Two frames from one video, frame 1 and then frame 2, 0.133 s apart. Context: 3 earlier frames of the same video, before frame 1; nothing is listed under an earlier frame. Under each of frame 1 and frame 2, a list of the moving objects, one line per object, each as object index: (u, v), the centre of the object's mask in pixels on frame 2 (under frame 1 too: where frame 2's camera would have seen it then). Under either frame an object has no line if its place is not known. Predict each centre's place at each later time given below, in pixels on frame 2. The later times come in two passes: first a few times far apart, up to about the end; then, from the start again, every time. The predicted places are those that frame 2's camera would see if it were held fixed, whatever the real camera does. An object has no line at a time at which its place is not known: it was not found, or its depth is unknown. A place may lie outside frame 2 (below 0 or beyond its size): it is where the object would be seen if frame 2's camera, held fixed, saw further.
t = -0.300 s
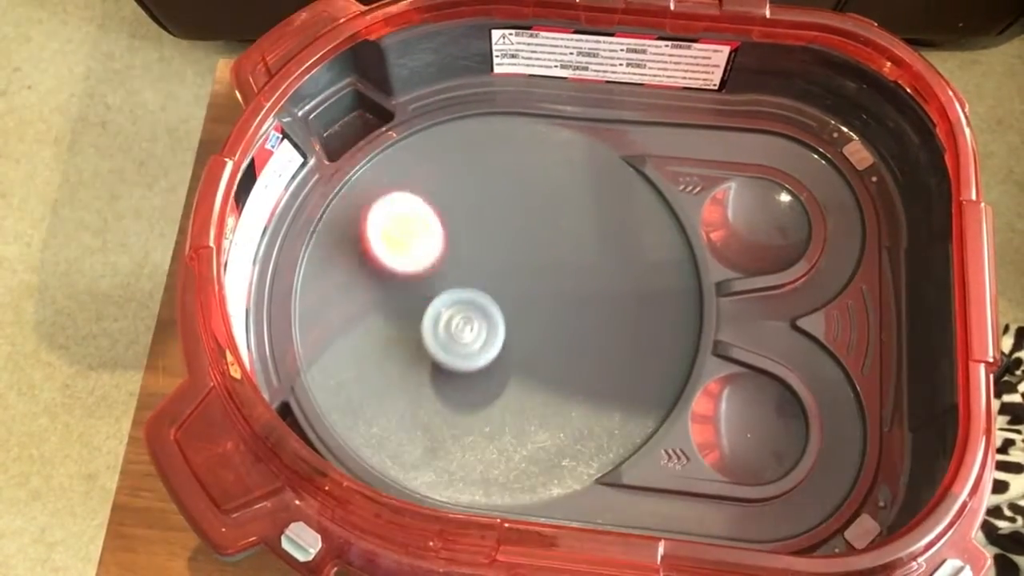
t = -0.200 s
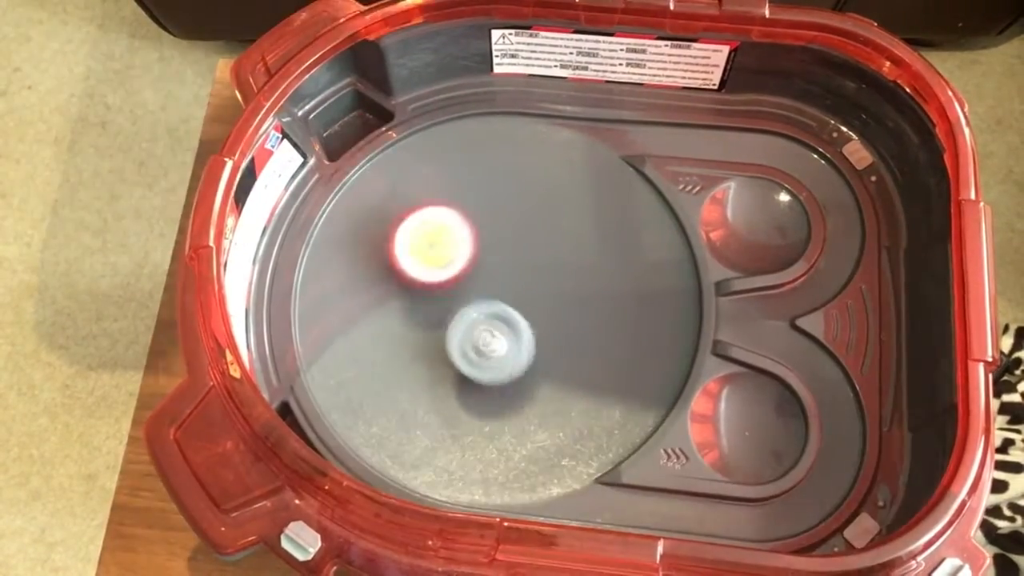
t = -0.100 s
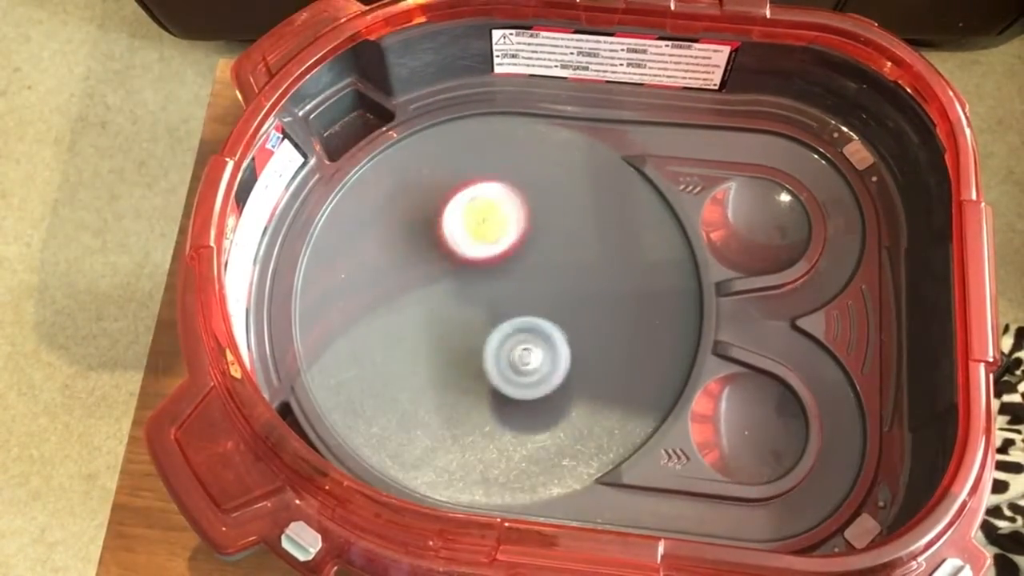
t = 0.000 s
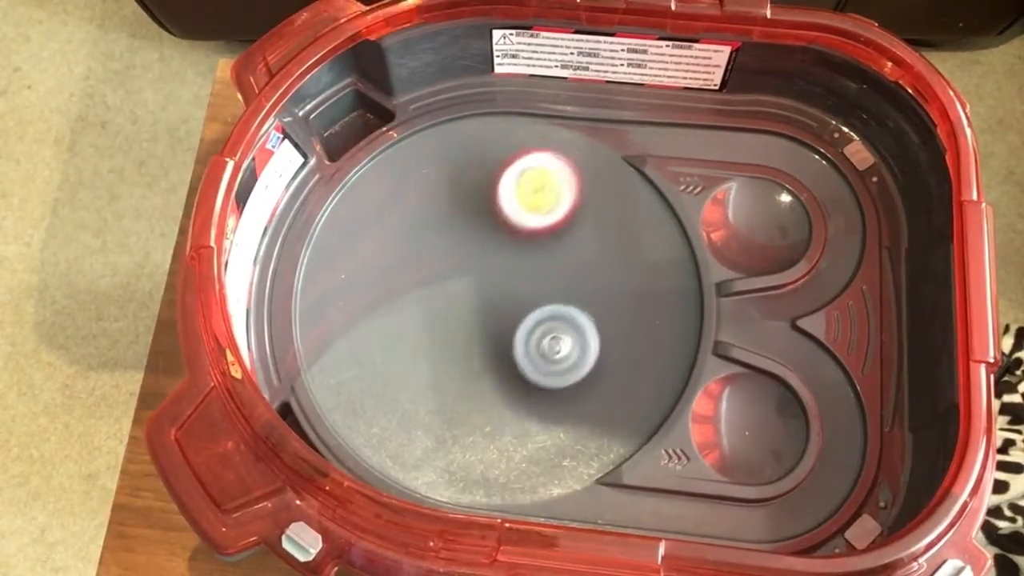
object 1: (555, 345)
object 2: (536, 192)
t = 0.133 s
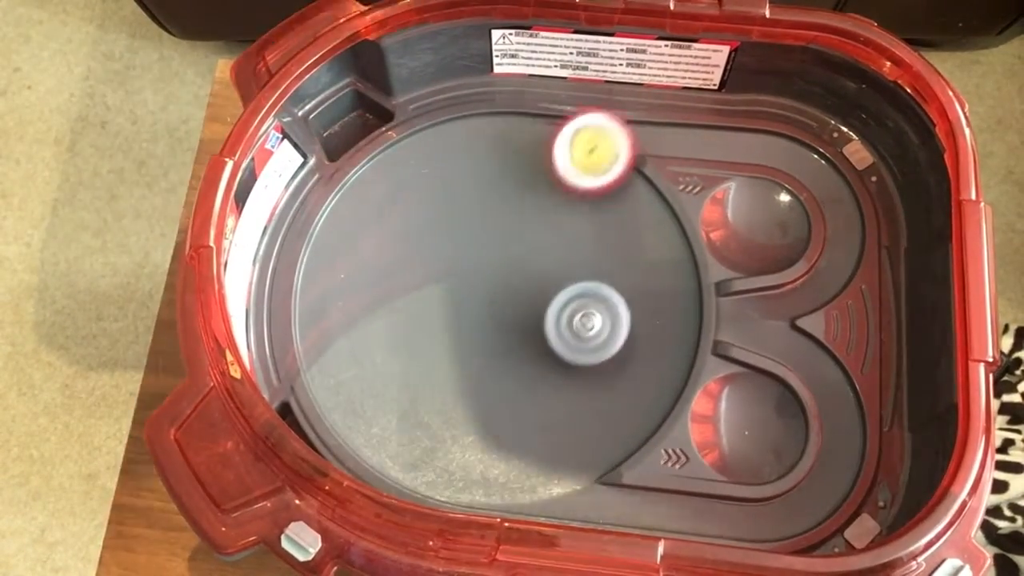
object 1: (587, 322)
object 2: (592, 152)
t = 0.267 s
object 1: (608, 300)
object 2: (632, 129)
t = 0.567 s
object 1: (614, 256)
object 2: (692, 136)
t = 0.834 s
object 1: (570, 246)
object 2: (720, 136)
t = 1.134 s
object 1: (510, 270)
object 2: (742, 136)
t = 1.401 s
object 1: (462, 293)
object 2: (762, 141)
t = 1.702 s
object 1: (432, 314)
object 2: (787, 143)
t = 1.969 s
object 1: (432, 325)
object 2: (770, 140)
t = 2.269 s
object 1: (465, 312)
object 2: (765, 139)
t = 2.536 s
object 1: (502, 291)
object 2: (766, 139)
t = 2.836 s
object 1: (538, 270)
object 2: (763, 139)
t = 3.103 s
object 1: (556, 265)
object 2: (756, 138)
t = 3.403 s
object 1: (555, 278)
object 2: (756, 138)
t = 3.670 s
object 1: (536, 298)
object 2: (757, 138)
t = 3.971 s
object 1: (505, 314)
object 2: (761, 138)
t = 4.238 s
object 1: (478, 316)
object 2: (759, 139)
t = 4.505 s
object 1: (463, 310)
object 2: (759, 139)
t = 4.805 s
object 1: (468, 294)
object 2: (761, 138)
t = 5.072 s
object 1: (487, 285)
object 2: (760, 138)
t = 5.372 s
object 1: (515, 274)
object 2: (761, 138)
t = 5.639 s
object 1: (535, 280)
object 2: (759, 138)
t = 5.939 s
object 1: (543, 296)
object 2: (756, 138)
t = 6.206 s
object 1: (533, 311)
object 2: (753, 137)
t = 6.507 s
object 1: (508, 315)
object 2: (747, 137)
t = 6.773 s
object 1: (487, 307)
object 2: (742, 137)
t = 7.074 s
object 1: (479, 294)
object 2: (732, 136)
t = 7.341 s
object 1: (486, 280)
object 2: (727, 136)
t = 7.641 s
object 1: (503, 270)
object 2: (712, 134)
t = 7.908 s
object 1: (517, 276)
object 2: (696, 132)
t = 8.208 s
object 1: (520, 292)
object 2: (680, 130)
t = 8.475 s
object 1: (511, 305)
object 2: (662, 128)
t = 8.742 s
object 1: (497, 309)
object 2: (642, 127)
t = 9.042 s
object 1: (484, 302)
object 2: (625, 127)
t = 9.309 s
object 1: (487, 289)
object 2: (609, 124)
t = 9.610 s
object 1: (497, 268)
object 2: (583, 131)
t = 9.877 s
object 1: (509, 266)
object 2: (510, 179)
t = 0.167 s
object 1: (593, 316)
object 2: (602, 144)
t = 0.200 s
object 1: (599, 311)
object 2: (610, 136)
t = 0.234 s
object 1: (604, 306)
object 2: (620, 131)
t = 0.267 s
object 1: (608, 300)
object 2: (632, 129)
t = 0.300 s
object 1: (612, 295)
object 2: (645, 127)
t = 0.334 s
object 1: (615, 290)
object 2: (654, 127)
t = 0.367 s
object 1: (618, 284)
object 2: (661, 128)
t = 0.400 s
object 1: (619, 279)
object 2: (667, 130)
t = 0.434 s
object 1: (620, 274)
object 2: (672, 133)
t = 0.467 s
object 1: (620, 269)
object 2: (677, 135)
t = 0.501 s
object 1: (619, 264)
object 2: (683, 135)
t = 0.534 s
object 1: (617, 260)
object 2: (688, 135)
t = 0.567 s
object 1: (614, 256)
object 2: (692, 136)
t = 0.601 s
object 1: (611, 252)
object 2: (696, 135)
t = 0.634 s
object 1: (607, 249)
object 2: (700, 136)
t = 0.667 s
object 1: (602, 247)
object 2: (703, 135)
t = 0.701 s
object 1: (596, 245)
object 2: (707, 135)
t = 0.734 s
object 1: (590, 244)
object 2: (710, 135)
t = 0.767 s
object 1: (584, 244)
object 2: (713, 135)
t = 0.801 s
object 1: (577, 245)
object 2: (717, 136)
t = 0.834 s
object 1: (570, 246)
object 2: (720, 136)
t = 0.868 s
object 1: (562, 248)
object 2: (723, 135)
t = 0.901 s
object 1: (556, 250)
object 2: (725, 136)
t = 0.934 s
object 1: (549, 252)
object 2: (728, 136)
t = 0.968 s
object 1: (542, 255)
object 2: (730, 136)
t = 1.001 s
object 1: (535, 258)
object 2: (733, 136)
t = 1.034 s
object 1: (529, 261)
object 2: (735, 137)
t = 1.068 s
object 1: (522, 264)
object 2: (738, 136)
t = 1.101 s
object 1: (516, 267)
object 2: (740, 137)
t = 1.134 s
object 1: (510, 270)
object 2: (742, 136)
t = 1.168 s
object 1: (503, 270)
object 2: (744, 137)
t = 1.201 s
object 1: (497, 276)
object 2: (745, 136)
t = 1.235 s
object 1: (490, 279)
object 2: (747, 137)
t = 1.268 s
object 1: (485, 282)
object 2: (749, 137)
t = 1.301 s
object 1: (478, 282)
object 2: (751, 138)
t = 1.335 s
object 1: (473, 286)
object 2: (754, 137)
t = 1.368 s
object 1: (467, 290)
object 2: (757, 139)
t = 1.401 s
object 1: (462, 293)
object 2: (762, 141)
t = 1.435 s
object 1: (458, 296)
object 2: (768, 142)
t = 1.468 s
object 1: (453, 299)
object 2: (776, 141)
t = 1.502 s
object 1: (449, 302)
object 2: (784, 140)
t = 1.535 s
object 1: (445, 304)
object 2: (788, 143)
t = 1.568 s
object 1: (442, 307)
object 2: (788, 144)
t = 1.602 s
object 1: (439, 308)
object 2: (790, 144)
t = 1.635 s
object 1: (436, 310)
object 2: (789, 144)
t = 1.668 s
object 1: (434, 313)
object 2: (789, 143)
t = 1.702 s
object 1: (432, 314)
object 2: (787, 143)
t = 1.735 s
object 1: (430, 317)
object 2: (785, 143)
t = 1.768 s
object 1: (429, 321)
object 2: (782, 142)
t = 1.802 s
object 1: (428, 322)
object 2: (779, 142)
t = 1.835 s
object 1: (428, 323)
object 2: (777, 141)
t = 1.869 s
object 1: (428, 324)
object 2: (774, 140)
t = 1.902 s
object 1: (429, 325)
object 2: (772, 140)
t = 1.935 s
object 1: (430, 325)
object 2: (772, 140)
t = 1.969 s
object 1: (432, 325)
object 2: (770, 140)
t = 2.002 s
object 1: (435, 325)
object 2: (770, 140)
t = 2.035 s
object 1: (437, 324)
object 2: (768, 139)
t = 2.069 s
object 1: (441, 323)
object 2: (767, 139)
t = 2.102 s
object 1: (444, 322)
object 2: (766, 139)
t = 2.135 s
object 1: (448, 321)
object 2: (766, 139)
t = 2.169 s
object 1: (452, 319)
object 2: (766, 139)
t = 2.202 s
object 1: (456, 317)
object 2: (765, 139)
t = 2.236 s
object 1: (461, 314)
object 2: (765, 139)
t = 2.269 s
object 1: (465, 312)
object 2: (765, 139)
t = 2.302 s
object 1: (469, 309)
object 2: (764, 139)
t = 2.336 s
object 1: (474, 307)
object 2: (763, 139)
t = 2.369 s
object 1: (478, 304)
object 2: (763, 139)
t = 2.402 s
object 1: (483, 302)
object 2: (763, 139)
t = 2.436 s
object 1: (488, 300)
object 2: (764, 139)
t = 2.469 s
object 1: (493, 297)
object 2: (764, 139)
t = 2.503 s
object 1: (497, 294)
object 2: (765, 139)
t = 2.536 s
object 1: (502, 291)
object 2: (766, 139)
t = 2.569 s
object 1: (507, 288)
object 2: (767, 139)
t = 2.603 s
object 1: (511, 285)
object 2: (767, 139)
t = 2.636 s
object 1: (516, 282)
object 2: (767, 139)
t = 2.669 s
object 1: (520, 280)
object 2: (767, 139)
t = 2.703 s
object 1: (523, 277)
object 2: (766, 139)
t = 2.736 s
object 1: (527, 275)
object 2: (765, 139)
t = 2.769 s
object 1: (531, 273)
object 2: (765, 139)
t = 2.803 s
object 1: (534, 272)
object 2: (763, 139)
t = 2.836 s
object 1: (538, 270)
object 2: (763, 139)
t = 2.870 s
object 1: (541, 269)
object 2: (761, 138)
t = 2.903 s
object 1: (544, 268)
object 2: (761, 138)
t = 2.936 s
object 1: (546, 267)
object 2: (760, 138)
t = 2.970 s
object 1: (549, 266)
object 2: (760, 139)
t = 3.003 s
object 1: (551, 266)
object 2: (759, 138)
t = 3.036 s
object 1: (553, 265)
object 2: (758, 138)
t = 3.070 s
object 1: (554, 265)
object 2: (757, 137)
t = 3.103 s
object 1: (556, 265)
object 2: (756, 138)
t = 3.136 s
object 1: (557, 266)
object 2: (757, 138)
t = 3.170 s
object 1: (558, 266)
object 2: (757, 138)
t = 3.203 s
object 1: (558, 268)
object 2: (757, 137)
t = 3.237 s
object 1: (558, 269)
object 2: (757, 138)
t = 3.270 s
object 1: (558, 270)
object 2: (757, 137)
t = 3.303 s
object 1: (557, 272)
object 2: (756, 138)
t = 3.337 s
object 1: (557, 274)
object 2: (757, 138)
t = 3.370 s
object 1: (556, 276)
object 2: (756, 138)
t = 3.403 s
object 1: (555, 278)
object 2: (756, 138)
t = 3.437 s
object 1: (553, 280)
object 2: (757, 138)
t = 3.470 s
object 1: (551, 283)
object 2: (757, 138)
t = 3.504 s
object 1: (549, 285)
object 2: (758, 138)
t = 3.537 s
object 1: (547, 288)
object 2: (758, 138)
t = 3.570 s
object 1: (545, 291)
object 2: (759, 138)
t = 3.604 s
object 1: (542, 293)
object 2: (759, 138)
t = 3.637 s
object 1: (539, 296)
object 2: (758, 138)
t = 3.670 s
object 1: (536, 298)
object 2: (757, 138)
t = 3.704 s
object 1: (533, 301)
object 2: (757, 138)
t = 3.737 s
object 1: (530, 301)
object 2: (757, 138)
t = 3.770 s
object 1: (527, 303)
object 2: (758, 138)
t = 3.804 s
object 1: (523, 305)
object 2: (758, 138)
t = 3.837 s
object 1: (519, 308)
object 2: (759, 138)
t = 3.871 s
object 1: (516, 309)
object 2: (760, 138)
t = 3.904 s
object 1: (512, 311)
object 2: (760, 138)
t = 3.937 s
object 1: (508, 316)
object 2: (761, 138)
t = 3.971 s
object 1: (505, 314)
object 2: (761, 138)
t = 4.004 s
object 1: (501, 315)
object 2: (761, 139)
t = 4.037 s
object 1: (497, 315)
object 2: (761, 139)
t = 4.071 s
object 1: (494, 316)
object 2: (760, 139)
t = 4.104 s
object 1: (491, 316)
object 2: (760, 139)
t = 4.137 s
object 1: (487, 320)
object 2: (760, 138)
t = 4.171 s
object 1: (484, 317)
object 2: (759, 138)
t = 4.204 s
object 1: (481, 316)
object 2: (759, 138)
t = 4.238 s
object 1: (478, 316)
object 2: (759, 139)
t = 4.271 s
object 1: (475, 316)
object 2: (759, 138)
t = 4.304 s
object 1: (473, 316)
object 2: (759, 138)
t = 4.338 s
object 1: (471, 315)
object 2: (759, 138)
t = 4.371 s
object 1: (468, 315)
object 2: (758, 138)
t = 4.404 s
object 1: (467, 314)
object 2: (758, 138)
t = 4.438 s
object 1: (465, 312)
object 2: (758, 138)
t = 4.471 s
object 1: (464, 311)
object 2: (758, 138)
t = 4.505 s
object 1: (463, 310)
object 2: (759, 139)
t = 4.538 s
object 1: (462, 309)
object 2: (759, 138)
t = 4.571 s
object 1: (462, 308)
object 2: (759, 138)
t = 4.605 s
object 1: (462, 305)
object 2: (760, 139)
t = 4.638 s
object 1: (463, 305)
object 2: (760, 139)
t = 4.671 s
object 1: (463, 303)
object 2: (760, 138)
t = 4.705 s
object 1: (464, 300)
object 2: (761, 139)
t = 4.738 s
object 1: (465, 298)
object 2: (761, 139)
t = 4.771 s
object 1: (466, 296)
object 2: (761, 139)
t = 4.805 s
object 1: (468, 294)
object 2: (761, 138)
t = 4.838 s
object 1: (470, 292)
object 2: (761, 138)
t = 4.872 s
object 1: (471, 293)
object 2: (761, 138)
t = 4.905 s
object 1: (474, 289)
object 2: (761, 138)
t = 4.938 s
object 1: (476, 287)
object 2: (760, 138)
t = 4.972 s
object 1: (479, 286)
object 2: (760, 138)
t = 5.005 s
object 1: (482, 288)
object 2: (760, 138)
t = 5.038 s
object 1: (484, 287)
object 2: (760, 138)
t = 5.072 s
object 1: (487, 285)
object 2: (760, 138)
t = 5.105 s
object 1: (490, 283)
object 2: (760, 138)
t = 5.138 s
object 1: (494, 281)
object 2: (760, 138)
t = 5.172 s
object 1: (498, 279)
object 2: (760, 138)
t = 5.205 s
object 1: (501, 278)
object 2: (761, 138)
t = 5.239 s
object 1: (504, 277)
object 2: (761, 138)
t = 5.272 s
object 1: (507, 276)
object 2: (761, 138)
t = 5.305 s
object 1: (510, 275)
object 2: (761, 138)
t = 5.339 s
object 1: (512, 275)
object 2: (761, 138)
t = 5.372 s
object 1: (515, 274)
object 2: (761, 138)
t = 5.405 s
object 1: (517, 274)
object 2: (761, 138)
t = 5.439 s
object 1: (520, 274)
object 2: (760, 137)
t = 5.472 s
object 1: (523, 275)
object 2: (760, 138)
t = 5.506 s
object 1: (525, 275)
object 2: (760, 138)
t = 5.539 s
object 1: (528, 276)
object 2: (760, 137)
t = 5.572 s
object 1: (530, 277)
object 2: (759, 138)
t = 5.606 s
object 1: (533, 278)
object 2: (759, 138)
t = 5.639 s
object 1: (535, 280)
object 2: (759, 138)
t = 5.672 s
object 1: (537, 281)
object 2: (760, 138)
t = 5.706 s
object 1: (538, 283)
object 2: (761, 137)
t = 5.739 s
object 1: (540, 285)
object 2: (761, 138)
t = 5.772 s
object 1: (541, 287)
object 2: (761, 138)
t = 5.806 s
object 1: (542, 288)
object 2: (760, 138)
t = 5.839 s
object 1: (542, 291)
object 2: (759, 138)
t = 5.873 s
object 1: (543, 292)
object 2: (758, 138)
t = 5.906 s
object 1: (543, 294)
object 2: (757, 138)
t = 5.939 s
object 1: (543, 296)
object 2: (756, 138)
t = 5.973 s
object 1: (542, 298)
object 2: (756, 138)
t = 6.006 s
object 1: (541, 300)
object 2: (756, 138)
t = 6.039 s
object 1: (541, 302)
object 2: (755, 138)
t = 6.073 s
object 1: (539, 304)
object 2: (753, 138)
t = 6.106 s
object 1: (538, 306)
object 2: (754, 137)
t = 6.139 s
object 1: (537, 308)
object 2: (753, 138)
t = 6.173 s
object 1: (535, 310)
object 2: (753, 137)
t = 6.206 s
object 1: (533, 311)
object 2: (753, 137)
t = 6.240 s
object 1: (531, 310)
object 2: (752, 137)
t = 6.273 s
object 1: (528, 311)
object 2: (752, 137)
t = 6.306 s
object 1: (525, 312)
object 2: (752, 137)
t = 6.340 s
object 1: (523, 316)
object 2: (751, 138)
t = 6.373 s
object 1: (520, 317)
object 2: (750, 137)
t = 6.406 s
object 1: (517, 318)
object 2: (749, 137)
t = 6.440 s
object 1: (514, 315)
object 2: (749, 137)
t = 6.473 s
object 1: (511, 315)
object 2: (749, 137)
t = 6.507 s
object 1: (508, 315)
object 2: (747, 137)
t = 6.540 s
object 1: (505, 315)
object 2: (746, 137)
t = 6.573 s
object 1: (502, 314)
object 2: (744, 137)
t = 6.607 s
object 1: (500, 313)
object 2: (743, 136)
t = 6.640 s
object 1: (497, 312)
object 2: (742, 137)
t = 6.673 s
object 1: (494, 311)
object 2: (742, 137)
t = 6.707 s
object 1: (492, 309)
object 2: (742, 136)
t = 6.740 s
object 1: (489, 308)
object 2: (743, 137)
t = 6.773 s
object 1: (487, 307)
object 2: (742, 137)
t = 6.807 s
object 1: (485, 305)
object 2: (742, 136)
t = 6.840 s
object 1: (483, 303)
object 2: (740, 137)
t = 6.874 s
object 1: (482, 302)
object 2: (739, 137)
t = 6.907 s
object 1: (481, 300)
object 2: (737, 136)
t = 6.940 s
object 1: (480, 298)
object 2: (736, 136)
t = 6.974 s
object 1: (480, 299)
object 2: (735, 136)
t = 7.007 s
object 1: (479, 297)
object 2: (735, 136)
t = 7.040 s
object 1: (479, 295)
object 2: (733, 136)
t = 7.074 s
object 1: (479, 294)
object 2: (732, 136)
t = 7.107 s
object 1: (480, 292)
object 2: (730, 136)
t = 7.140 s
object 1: (480, 290)
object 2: (728, 135)
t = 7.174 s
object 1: (481, 289)
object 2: (727, 135)
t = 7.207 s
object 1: (482, 287)
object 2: (727, 136)
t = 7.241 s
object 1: (483, 286)
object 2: (728, 135)
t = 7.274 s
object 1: (484, 284)
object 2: (728, 135)
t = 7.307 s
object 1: (485, 282)
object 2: (727, 136)
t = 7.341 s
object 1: (486, 280)
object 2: (727, 136)
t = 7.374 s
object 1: (488, 278)
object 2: (724, 136)
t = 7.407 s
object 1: (490, 276)
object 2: (722, 135)
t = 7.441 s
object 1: (492, 275)
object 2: (720, 136)
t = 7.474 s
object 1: (493, 274)
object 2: (718, 135)
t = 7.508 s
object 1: (495, 273)
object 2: (716, 135)
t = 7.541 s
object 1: (497, 272)
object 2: (715, 135)
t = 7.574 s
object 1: (499, 271)
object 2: (714, 133)
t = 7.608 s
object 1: (501, 271)
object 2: (712, 133)
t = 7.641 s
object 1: (503, 270)
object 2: (712, 134)
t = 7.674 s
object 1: (505, 267)
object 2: (712, 134)
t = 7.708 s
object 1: (507, 270)
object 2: (709, 133)
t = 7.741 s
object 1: (509, 270)
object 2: (708, 133)
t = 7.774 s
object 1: (511, 271)
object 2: (706, 134)
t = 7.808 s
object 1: (513, 272)
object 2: (703, 133)
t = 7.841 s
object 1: (515, 273)
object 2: (701, 133)
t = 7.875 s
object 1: (516, 274)
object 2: (698, 132)
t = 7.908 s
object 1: (517, 276)
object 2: (696, 132)
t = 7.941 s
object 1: (519, 277)
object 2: (696, 132)
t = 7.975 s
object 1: (519, 279)
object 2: (695, 132)
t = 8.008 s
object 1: (520, 280)
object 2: (693, 132)
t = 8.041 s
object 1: (521, 282)
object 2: (692, 130)
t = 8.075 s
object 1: (521, 284)
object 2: (689, 132)
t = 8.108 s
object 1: (521, 286)
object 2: (687, 131)
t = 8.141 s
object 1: (521, 288)
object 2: (684, 130)
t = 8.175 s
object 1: (521, 290)
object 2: (681, 131)
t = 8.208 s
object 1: (520, 292)
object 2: (680, 130)
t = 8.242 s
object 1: (520, 294)
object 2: (677, 130)
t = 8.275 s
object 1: (519, 296)
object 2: (675, 131)
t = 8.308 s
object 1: (519, 298)
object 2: (675, 130)
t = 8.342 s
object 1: (518, 300)
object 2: (674, 129)
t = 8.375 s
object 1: (517, 302)
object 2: (672, 130)
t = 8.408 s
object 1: (515, 304)
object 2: (667, 129)
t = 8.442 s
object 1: (514, 306)
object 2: (664, 129)
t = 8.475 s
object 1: (511, 305)
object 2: (662, 128)
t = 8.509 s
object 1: (509, 306)
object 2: (659, 128)
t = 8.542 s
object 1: (507, 307)
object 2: (656, 128)
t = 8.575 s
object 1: (506, 308)
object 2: (654, 127)
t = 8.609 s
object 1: (504, 308)
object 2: (654, 128)
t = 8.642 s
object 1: (503, 308)
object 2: (650, 128)
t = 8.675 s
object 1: (501, 309)
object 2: (647, 128)
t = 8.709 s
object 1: (499, 309)
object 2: (645, 127)
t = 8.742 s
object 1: (497, 309)
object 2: (642, 127)
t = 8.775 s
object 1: (495, 309)
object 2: (641, 126)
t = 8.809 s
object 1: (493, 309)
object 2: (638, 128)
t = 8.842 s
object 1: (491, 308)
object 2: (636, 128)
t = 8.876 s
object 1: (489, 307)
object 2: (634, 127)
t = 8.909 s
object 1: (488, 307)
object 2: (631, 128)
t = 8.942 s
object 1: (486, 305)
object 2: (630, 128)
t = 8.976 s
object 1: (485, 304)
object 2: (627, 128)
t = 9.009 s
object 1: (484, 303)
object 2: (626, 128)
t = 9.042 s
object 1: (484, 302)
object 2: (625, 127)
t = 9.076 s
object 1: (483, 301)
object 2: (623, 127)
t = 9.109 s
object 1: (483, 299)
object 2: (620, 127)
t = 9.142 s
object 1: (483, 301)
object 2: (618, 127)
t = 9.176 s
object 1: (484, 299)
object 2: (616, 126)
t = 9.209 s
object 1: (484, 298)
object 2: (614, 126)
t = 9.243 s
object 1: (485, 293)
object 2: (613, 125)
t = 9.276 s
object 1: (486, 291)
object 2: (610, 124)
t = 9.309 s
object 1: (487, 289)
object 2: (609, 124)
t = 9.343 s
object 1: (488, 285)
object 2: (608, 123)
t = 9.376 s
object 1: (489, 285)
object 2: (607, 124)
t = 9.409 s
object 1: (490, 283)
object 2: (605, 123)
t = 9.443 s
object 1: (491, 277)
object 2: (603, 123)
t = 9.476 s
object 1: (492, 275)
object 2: (602, 123)
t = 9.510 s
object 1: (493, 272)
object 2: (598, 124)
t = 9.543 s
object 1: (495, 271)
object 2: (596, 125)
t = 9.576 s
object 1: (496, 269)
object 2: (590, 127)
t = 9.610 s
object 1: (497, 268)
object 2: (583, 131)
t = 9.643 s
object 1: (498, 267)
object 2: (575, 134)
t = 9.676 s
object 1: (500, 267)
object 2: (565, 140)
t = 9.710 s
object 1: (501, 266)
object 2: (557, 145)
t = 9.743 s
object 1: (502, 266)
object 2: (547, 151)
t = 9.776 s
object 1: (504, 266)
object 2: (538, 158)
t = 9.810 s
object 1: (506, 266)
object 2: (528, 166)
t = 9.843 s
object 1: (507, 266)
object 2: (519, 173)
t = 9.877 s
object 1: (509, 266)
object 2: (510, 179)
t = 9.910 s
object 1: (510, 267)
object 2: (502, 186)
